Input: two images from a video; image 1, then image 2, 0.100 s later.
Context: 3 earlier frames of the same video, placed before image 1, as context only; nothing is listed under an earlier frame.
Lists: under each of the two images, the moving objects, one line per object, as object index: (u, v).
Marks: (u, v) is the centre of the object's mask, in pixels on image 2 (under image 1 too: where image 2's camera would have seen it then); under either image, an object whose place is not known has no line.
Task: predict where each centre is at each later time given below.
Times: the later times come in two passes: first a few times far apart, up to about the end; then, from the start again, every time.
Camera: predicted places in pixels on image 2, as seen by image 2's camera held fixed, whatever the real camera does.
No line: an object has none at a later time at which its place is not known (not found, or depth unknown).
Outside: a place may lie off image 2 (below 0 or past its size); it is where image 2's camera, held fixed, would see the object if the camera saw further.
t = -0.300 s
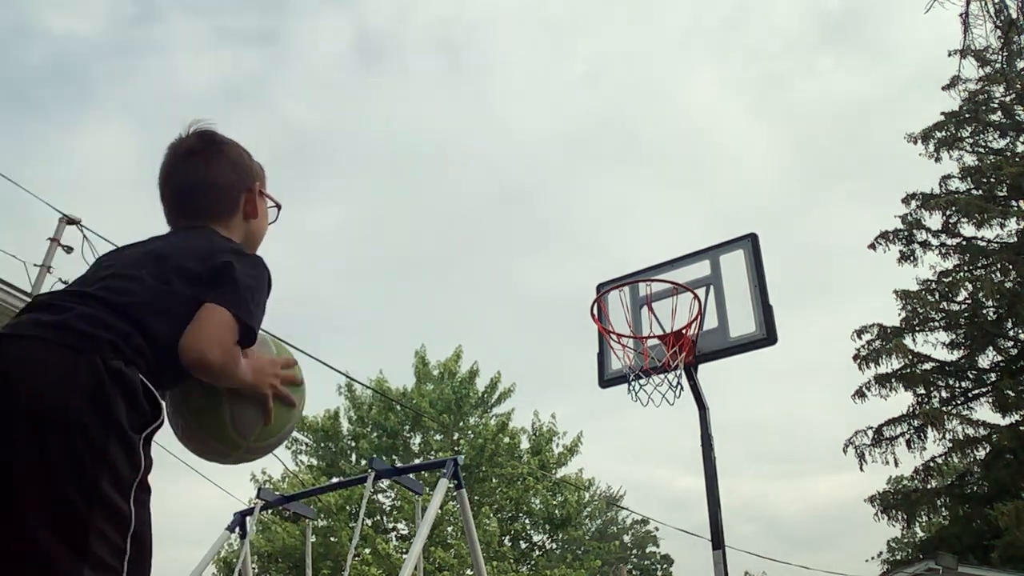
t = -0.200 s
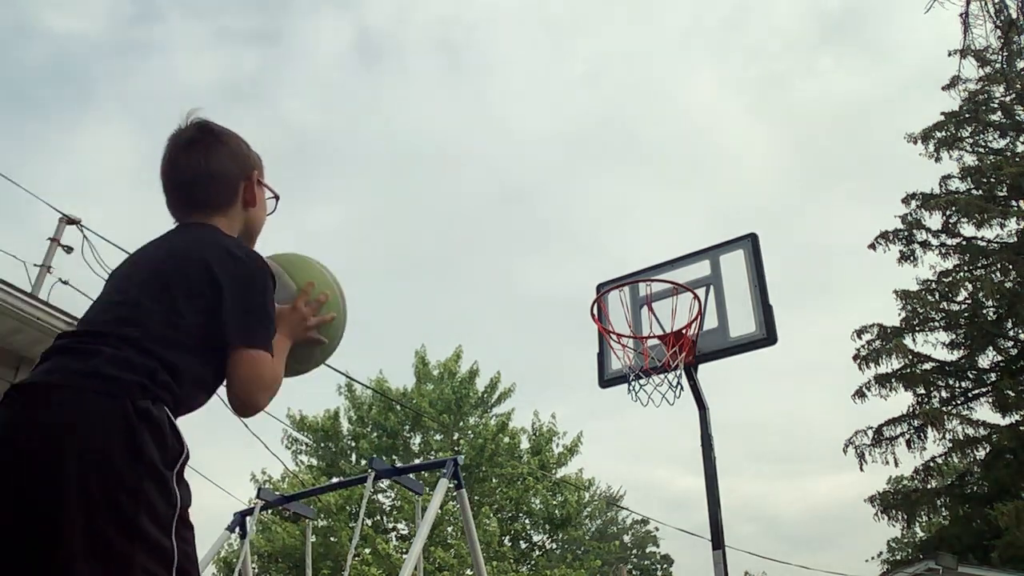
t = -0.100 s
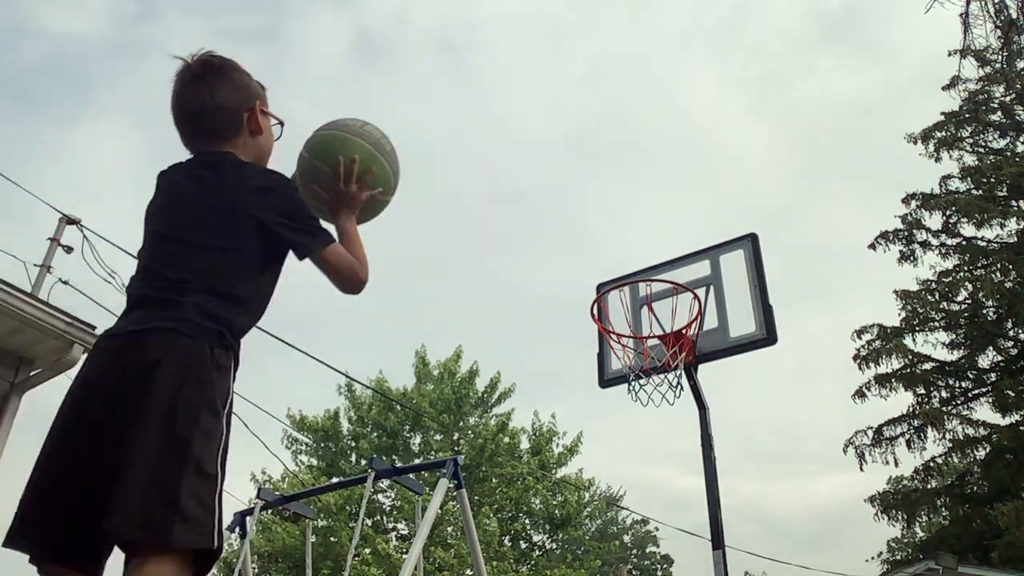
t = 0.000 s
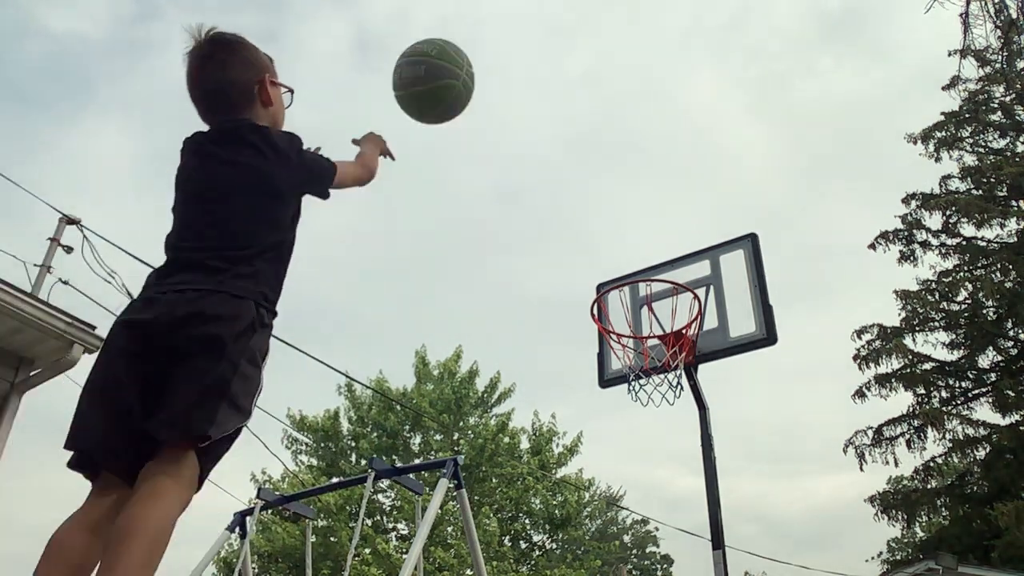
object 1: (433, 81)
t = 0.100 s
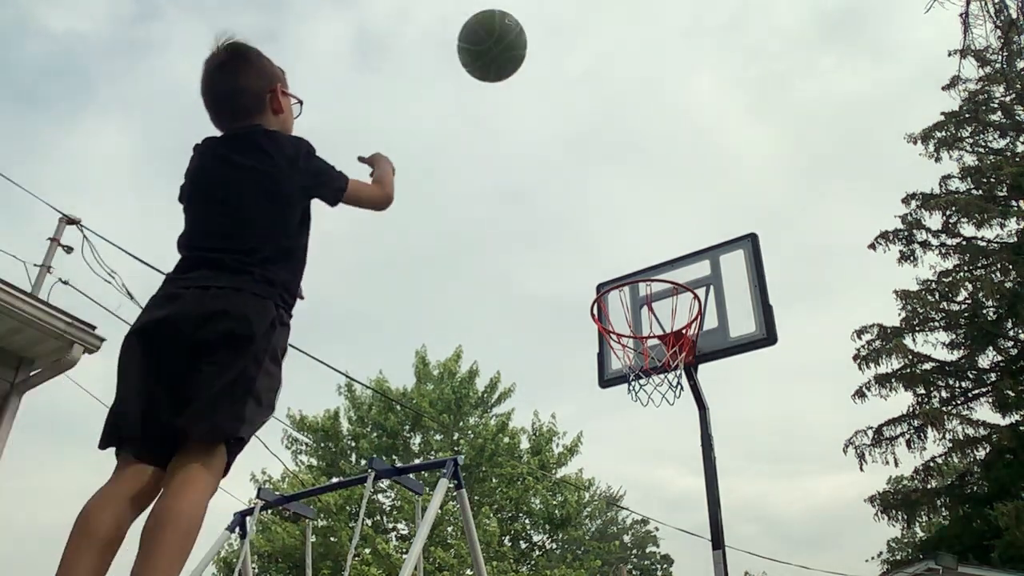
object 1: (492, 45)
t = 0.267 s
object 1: (559, 45)
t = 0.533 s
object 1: (635, 131)
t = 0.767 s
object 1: (695, 279)
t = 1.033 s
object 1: (724, 310)
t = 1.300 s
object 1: (751, 396)
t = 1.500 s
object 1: (789, 563)
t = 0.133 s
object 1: (507, 41)
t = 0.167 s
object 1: (521, 38)
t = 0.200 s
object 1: (535, 39)
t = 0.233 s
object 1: (547, 41)
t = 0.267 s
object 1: (559, 45)
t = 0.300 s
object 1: (570, 51)
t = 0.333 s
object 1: (580, 58)
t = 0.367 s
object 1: (590, 67)
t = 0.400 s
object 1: (599, 77)
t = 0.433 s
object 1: (608, 88)
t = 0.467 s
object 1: (617, 101)
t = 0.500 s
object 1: (626, 116)
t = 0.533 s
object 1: (635, 131)
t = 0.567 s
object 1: (643, 148)
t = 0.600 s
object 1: (652, 166)
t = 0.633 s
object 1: (660, 186)
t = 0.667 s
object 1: (669, 207)
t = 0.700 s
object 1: (678, 230)
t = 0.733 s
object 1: (686, 254)
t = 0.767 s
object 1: (695, 279)
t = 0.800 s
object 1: (705, 307)
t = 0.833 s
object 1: (708, 308)
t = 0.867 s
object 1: (709, 304)
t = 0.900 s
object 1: (710, 303)
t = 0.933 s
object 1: (713, 303)
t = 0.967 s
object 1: (716, 304)
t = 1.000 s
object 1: (721, 307)
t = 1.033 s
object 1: (724, 310)
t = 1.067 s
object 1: (725, 314)
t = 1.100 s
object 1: (728, 320)
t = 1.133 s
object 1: (731, 327)
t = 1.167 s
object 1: (735, 337)
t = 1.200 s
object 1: (738, 348)
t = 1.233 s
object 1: (742, 361)
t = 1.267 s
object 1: (747, 377)
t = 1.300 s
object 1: (751, 396)
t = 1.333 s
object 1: (757, 418)
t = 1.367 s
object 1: (762, 442)
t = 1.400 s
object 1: (768, 470)
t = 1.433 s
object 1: (775, 501)
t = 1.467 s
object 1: (783, 536)
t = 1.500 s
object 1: (789, 563)
